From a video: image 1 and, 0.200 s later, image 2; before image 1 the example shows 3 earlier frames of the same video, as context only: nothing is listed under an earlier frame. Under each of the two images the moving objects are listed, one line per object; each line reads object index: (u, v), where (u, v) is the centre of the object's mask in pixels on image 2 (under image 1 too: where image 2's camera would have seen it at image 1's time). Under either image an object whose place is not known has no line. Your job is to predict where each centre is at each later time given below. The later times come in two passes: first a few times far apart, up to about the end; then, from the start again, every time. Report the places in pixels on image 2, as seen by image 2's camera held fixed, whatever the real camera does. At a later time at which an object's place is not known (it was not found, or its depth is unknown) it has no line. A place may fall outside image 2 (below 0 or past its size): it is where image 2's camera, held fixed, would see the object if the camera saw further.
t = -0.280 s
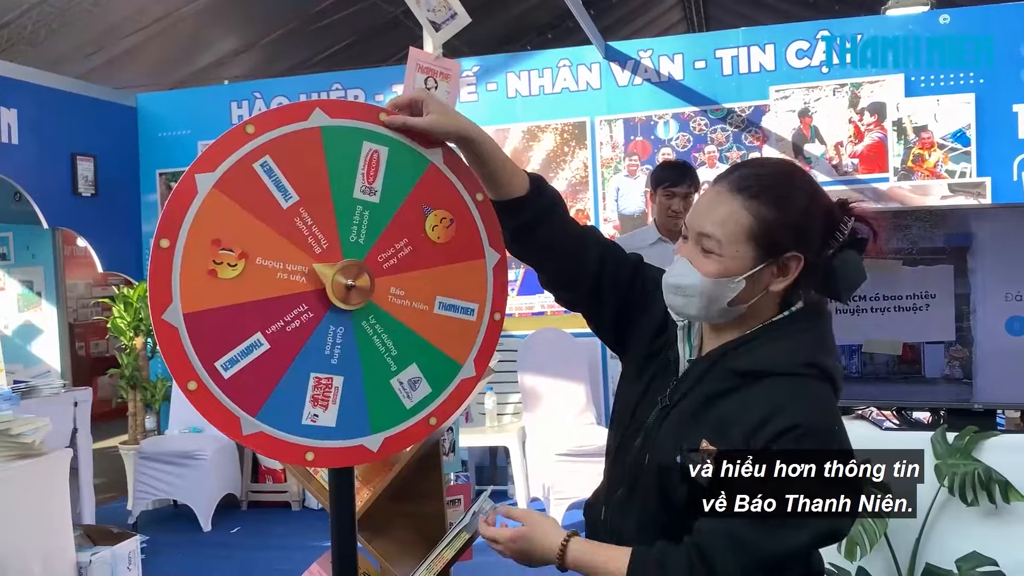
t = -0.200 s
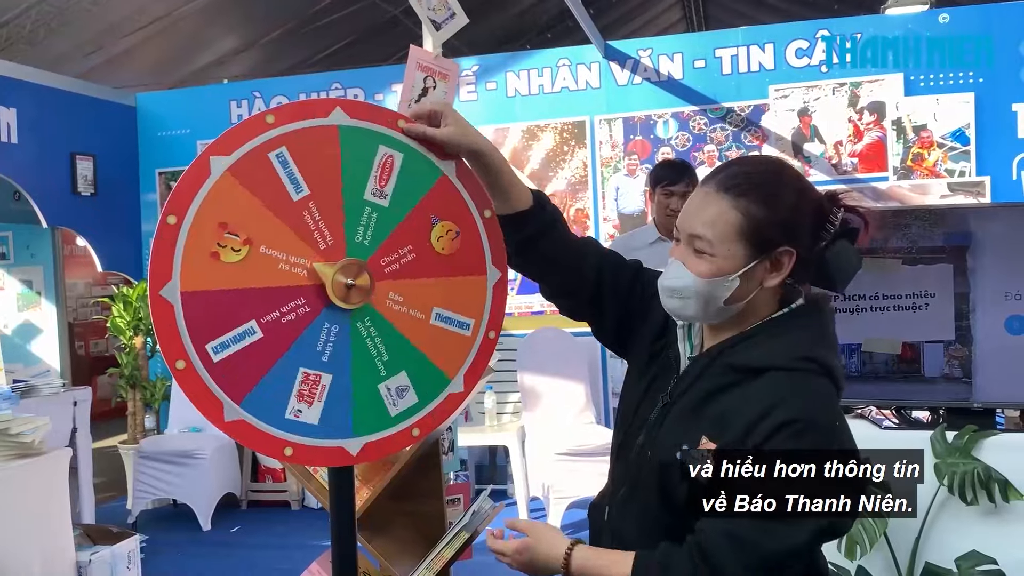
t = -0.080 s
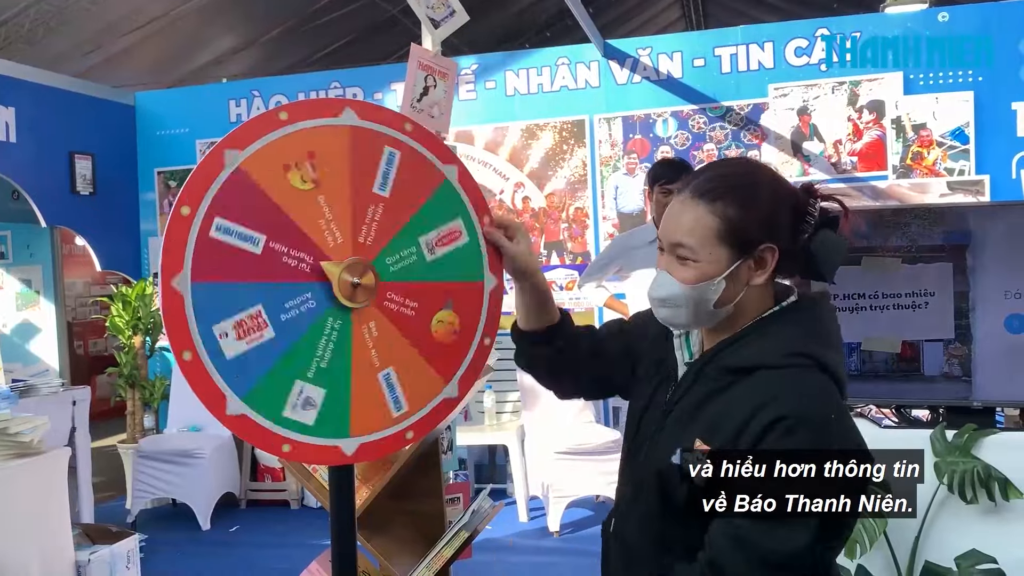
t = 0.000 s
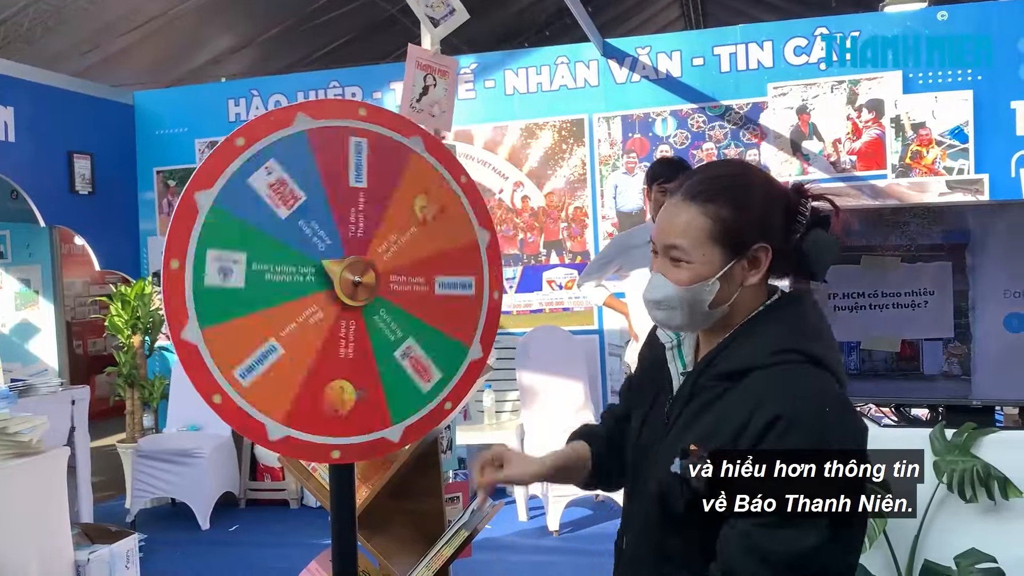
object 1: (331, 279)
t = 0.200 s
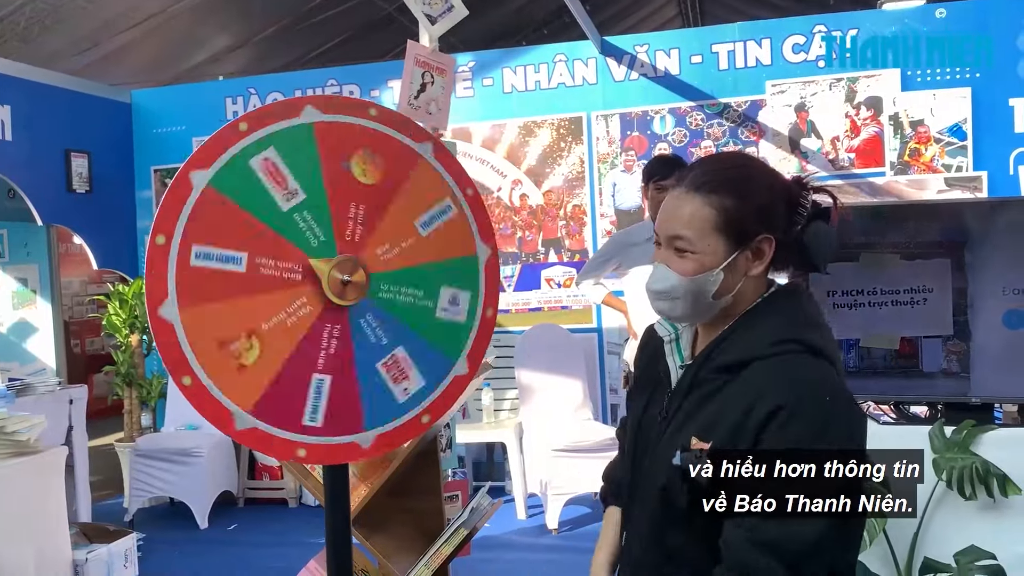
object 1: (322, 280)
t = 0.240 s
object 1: (315, 280)
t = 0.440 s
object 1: (332, 280)
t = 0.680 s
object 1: (322, 282)
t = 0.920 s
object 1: (329, 283)
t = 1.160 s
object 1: (327, 283)
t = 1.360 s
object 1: (328, 283)
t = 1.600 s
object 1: (328, 283)
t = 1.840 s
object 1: (328, 283)
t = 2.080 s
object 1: (328, 279)
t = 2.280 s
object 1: (328, 279)
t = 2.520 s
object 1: (328, 278)
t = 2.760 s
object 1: (327, 277)
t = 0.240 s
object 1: (315, 280)
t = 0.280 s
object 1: (312, 280)
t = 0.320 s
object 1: (312, 280)
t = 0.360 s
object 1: (316, 281)
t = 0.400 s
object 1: (322, 281)
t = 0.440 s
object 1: (332, 280)
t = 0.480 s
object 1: (335, 280)
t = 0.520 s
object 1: (335, 280)
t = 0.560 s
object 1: (332, 281)
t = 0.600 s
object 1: (330, 281)
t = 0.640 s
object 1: (324, 282)
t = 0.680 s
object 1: (322, 282)
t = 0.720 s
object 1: (321, 282)
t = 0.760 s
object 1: (323, 282)
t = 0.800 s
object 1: (327, 282)
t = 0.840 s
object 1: (331, 282)
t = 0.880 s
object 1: (331, 282)
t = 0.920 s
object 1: (329, 283)
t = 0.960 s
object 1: (328, 283)
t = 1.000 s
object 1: (328, 283)
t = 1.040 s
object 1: (328, 284)
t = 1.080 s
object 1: (328, 284)
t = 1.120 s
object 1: (327, 283)
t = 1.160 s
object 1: (327, 283)
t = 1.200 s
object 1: (327, 283)
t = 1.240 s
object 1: (328, 283)
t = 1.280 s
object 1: (328, 283)
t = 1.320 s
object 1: (328, 283)
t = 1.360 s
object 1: (328, 283)
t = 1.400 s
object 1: (328, 283)
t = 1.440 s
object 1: (328, 283)
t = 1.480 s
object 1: (328, 283)
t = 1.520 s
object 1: (328, 283)
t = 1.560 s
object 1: (328, 283)
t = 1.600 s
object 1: (328, 283)
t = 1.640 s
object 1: (327, 283)
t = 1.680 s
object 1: (327, 283)
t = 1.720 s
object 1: (327, 283)
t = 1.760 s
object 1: (327, 283)
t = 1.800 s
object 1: (327, 283)
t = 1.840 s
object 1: (328, 283)
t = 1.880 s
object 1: (328, 279)
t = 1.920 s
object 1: (328, 279)
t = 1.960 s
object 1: (328, 279)
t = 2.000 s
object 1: (328, 279)
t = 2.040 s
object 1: (328, 279)
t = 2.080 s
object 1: (328, 279)
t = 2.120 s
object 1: (328, 279)
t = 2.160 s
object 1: (328, 279)
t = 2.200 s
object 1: (329, 279)
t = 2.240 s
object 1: (328, 279)
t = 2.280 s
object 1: (328, 279)
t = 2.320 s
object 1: (328, 279)
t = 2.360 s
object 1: (328, 279)
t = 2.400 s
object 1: (328, 278)
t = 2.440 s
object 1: (328, 278)
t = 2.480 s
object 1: (328, 278)
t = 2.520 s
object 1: (328, 278)
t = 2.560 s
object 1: (328, 278)
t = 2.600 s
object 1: (328, 278)
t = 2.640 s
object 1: (328, 277)
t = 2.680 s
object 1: (328, 277)
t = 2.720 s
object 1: (328, 277)
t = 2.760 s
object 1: (327, 277)
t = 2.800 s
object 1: (327, 277)
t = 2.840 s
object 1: (326, 277)
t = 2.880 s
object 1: (325, 276)
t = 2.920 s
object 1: (325, 276)
